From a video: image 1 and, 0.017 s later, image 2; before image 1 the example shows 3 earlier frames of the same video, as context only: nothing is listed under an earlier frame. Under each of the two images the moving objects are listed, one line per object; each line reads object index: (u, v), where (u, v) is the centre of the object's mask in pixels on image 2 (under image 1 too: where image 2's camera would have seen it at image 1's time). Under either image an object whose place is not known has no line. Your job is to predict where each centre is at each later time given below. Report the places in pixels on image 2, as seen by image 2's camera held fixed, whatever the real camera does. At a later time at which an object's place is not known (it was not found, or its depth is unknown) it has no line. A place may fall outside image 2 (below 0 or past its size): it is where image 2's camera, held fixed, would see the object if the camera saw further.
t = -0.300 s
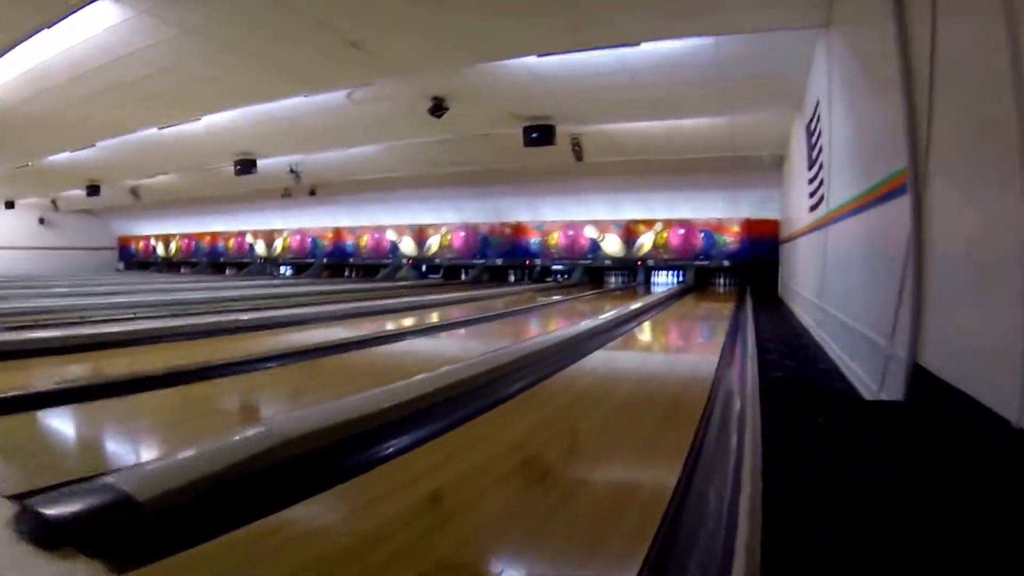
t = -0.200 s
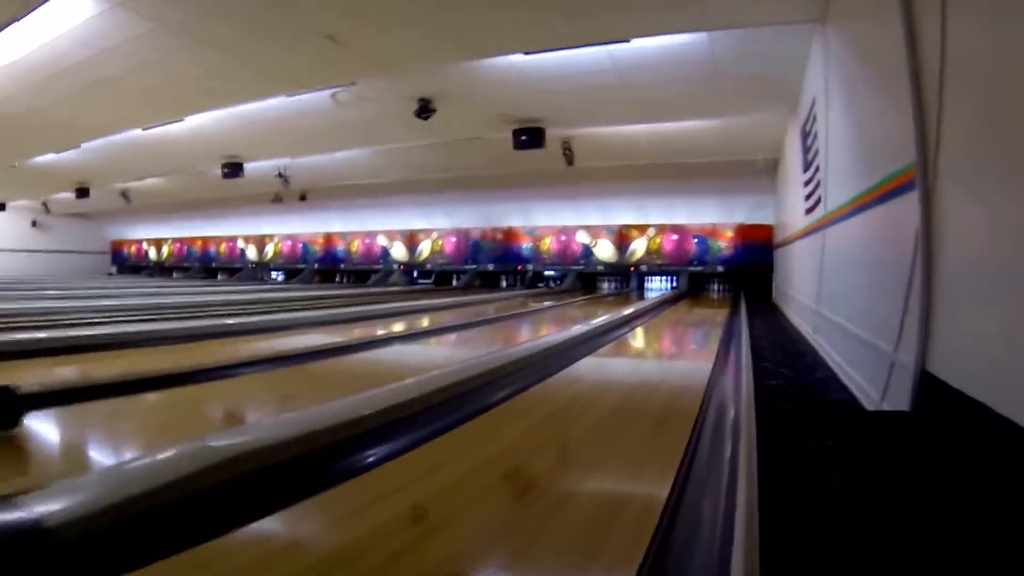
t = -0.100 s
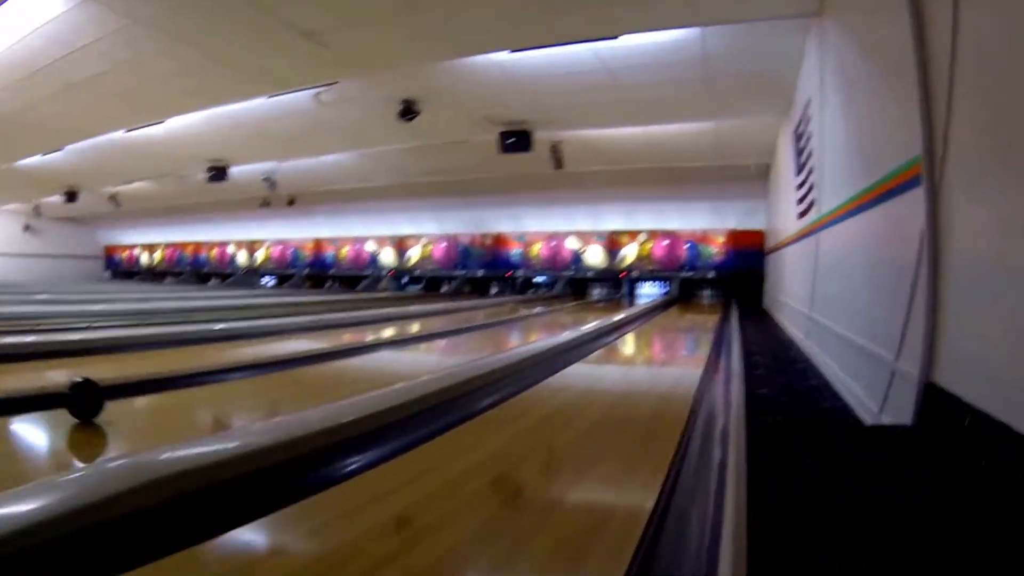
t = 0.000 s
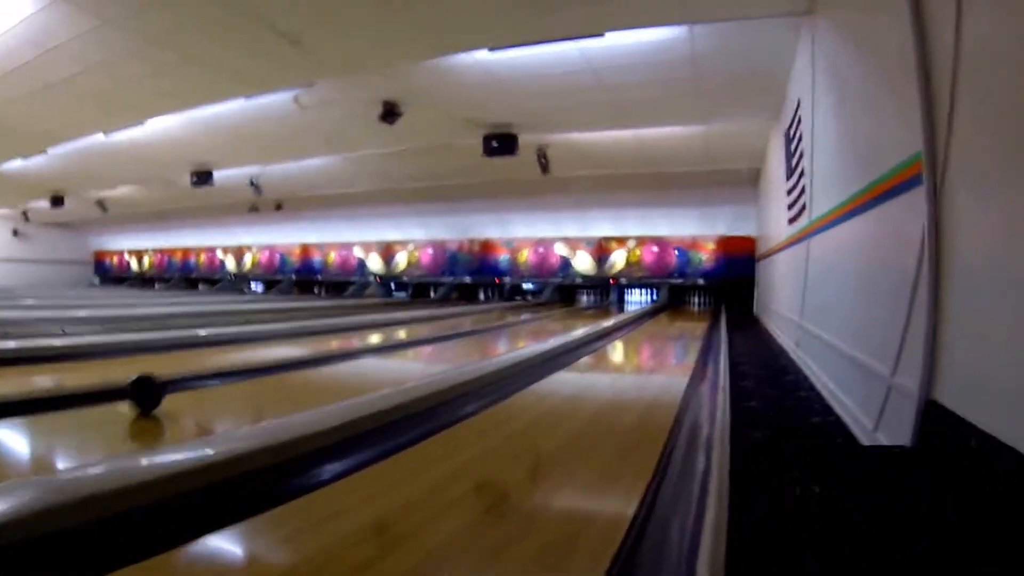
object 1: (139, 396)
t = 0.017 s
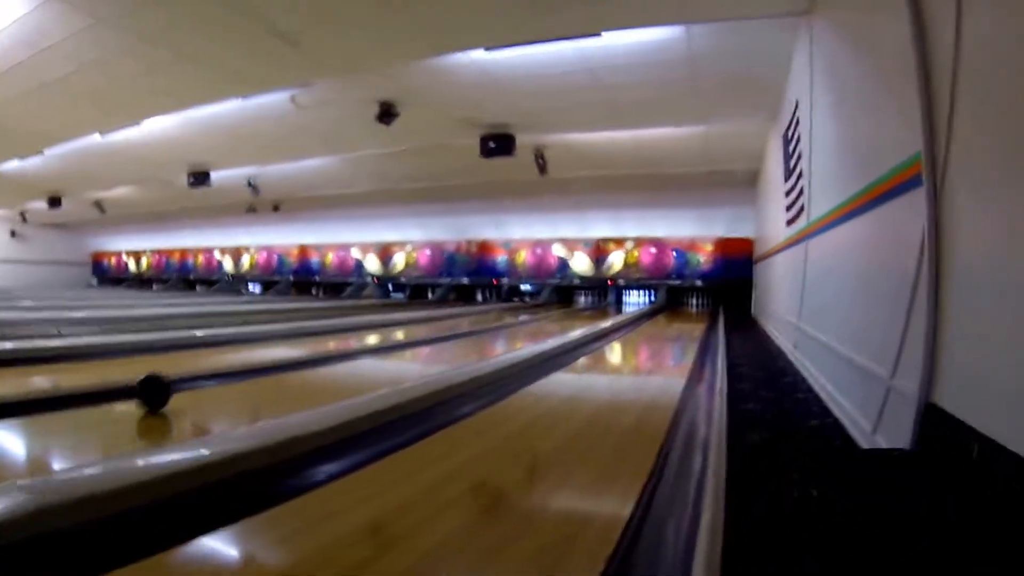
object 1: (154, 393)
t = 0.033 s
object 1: (168, 390)
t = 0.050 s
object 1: (182, 387)
